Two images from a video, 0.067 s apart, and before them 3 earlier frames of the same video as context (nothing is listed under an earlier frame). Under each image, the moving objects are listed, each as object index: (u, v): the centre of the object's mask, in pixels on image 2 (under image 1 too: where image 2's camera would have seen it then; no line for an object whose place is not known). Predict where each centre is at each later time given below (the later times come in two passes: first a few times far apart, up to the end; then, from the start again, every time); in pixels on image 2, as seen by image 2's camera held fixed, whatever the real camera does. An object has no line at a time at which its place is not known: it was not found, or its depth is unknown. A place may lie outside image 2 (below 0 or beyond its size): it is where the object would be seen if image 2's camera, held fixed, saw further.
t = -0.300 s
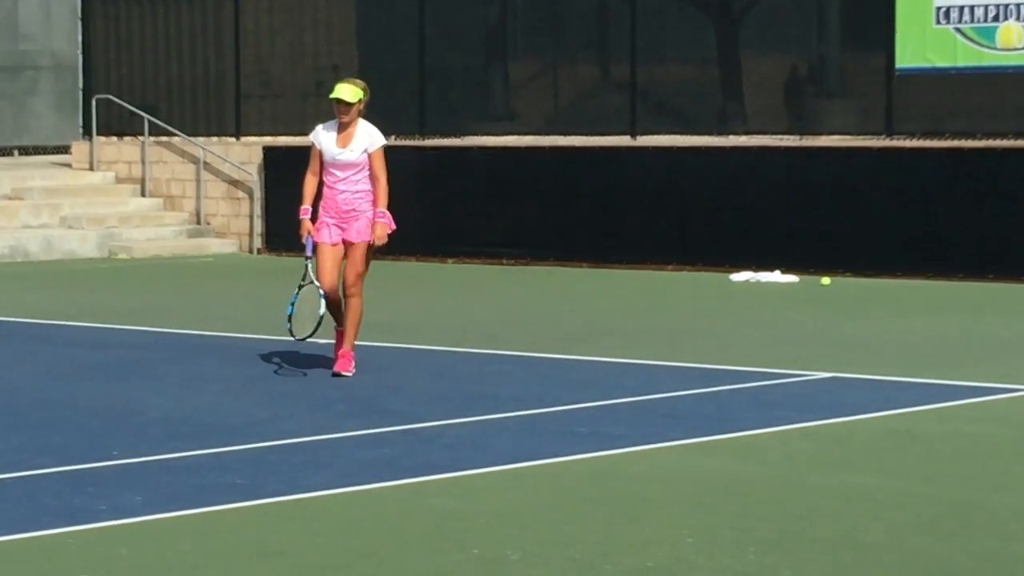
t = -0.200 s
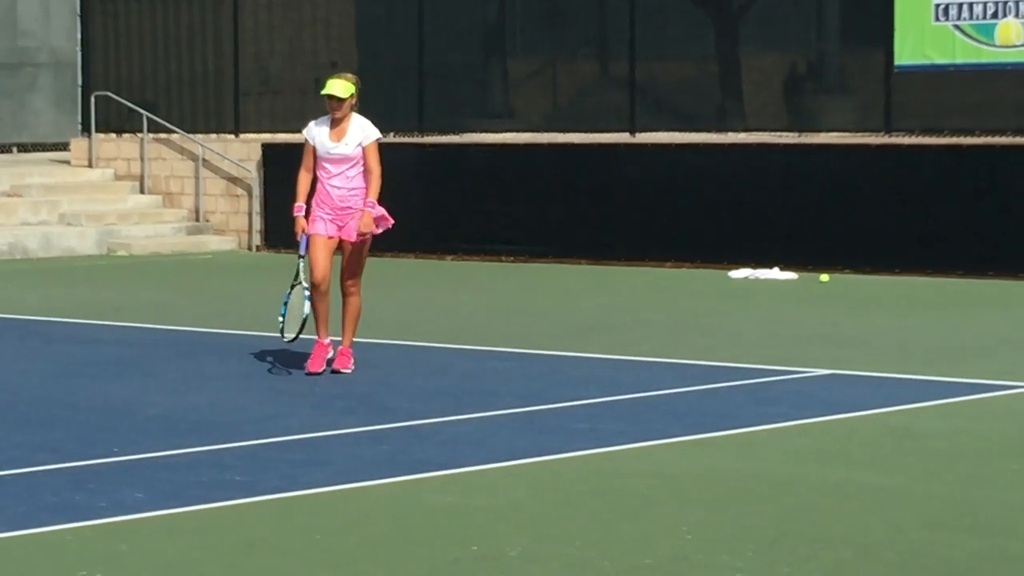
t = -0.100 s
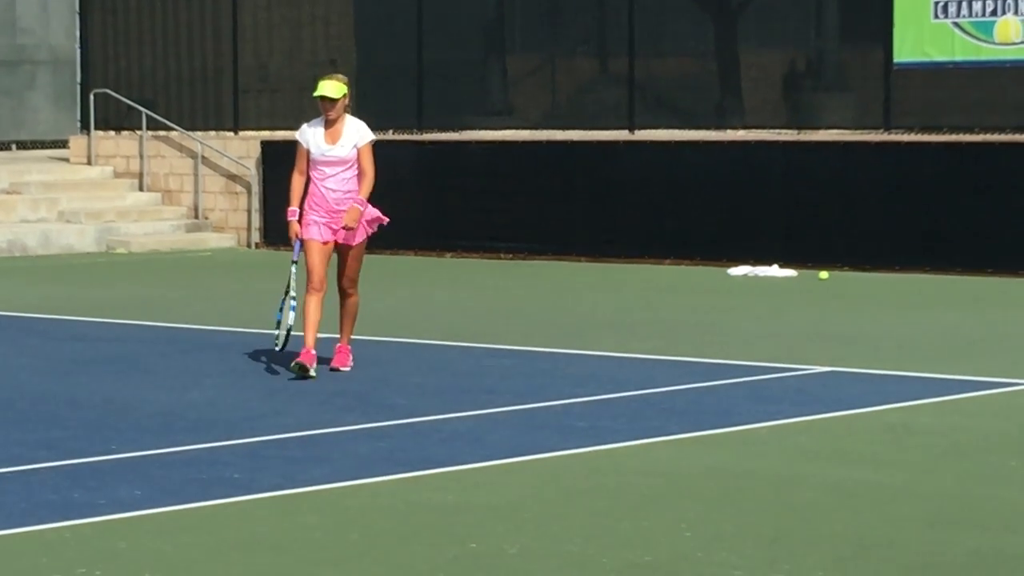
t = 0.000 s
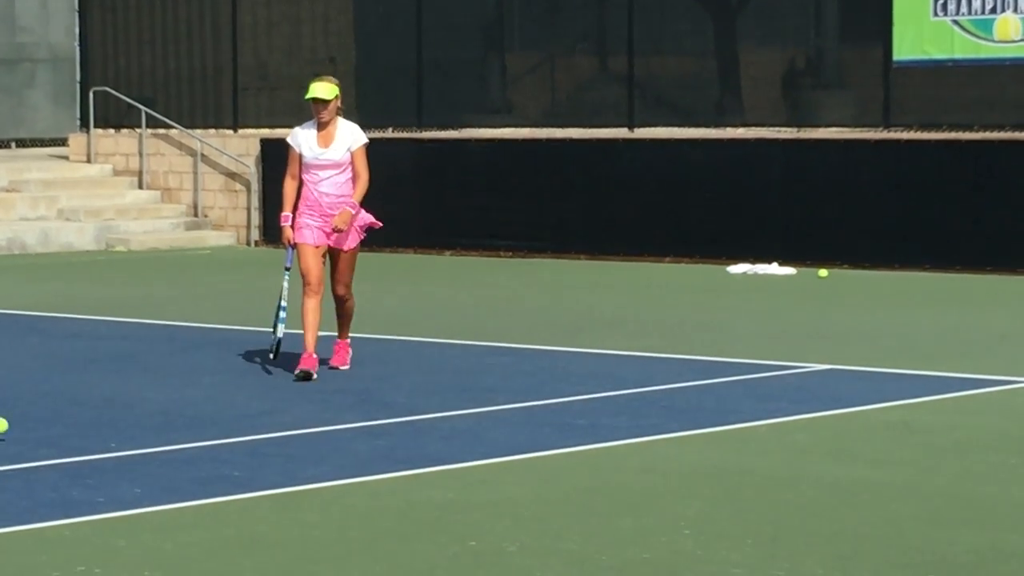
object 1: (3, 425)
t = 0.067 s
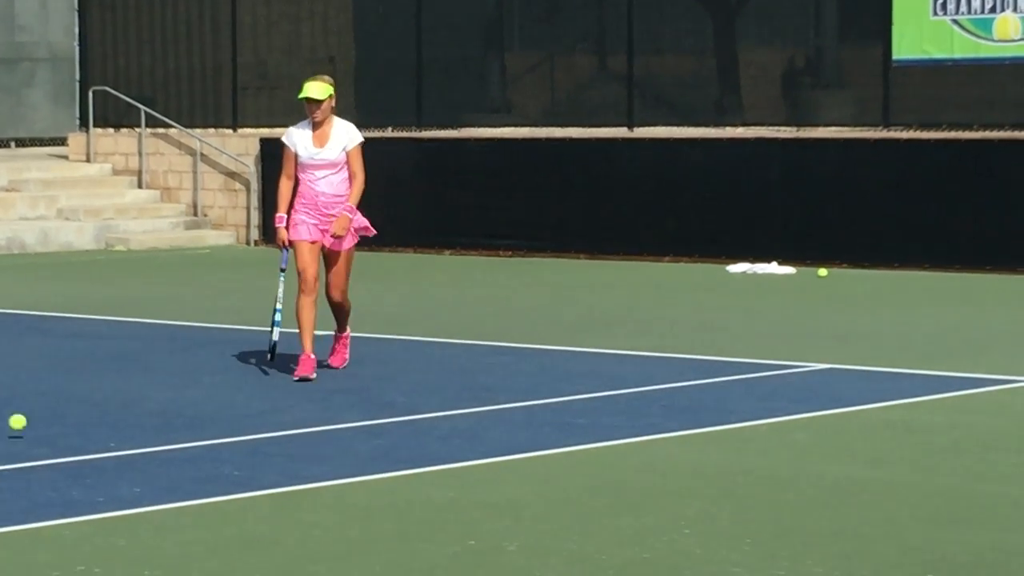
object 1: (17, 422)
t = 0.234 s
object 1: (64, 412)
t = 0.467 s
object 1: (125, 409)
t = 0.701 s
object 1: (182, 410)
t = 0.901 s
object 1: (229, 403)
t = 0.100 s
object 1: (27, 414)
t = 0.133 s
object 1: (36, 410)
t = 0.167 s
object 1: (45, 408)
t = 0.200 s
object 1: (54, 409)
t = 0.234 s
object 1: (64, 412)
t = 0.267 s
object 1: (73, 417)
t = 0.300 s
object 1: (82, 422)
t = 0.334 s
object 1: (91, 414)
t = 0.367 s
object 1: (99, 409)
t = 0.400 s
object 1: (108, 407)
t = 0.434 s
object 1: (117, 407)
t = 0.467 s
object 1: (125, 409)
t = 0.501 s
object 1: (134, 414)
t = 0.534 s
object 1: (142, 413)
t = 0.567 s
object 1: (150, 408)
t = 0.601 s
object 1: (159, 405)
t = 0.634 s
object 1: (166, 405)
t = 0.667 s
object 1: (175, 407)
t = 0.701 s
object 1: (182, 410)
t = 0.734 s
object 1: (190, 406)
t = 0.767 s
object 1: (198, 404)
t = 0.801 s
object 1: (206, 405)
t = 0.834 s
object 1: (213, 407)
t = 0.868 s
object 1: (222, 404)
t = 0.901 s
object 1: (229, 403)
